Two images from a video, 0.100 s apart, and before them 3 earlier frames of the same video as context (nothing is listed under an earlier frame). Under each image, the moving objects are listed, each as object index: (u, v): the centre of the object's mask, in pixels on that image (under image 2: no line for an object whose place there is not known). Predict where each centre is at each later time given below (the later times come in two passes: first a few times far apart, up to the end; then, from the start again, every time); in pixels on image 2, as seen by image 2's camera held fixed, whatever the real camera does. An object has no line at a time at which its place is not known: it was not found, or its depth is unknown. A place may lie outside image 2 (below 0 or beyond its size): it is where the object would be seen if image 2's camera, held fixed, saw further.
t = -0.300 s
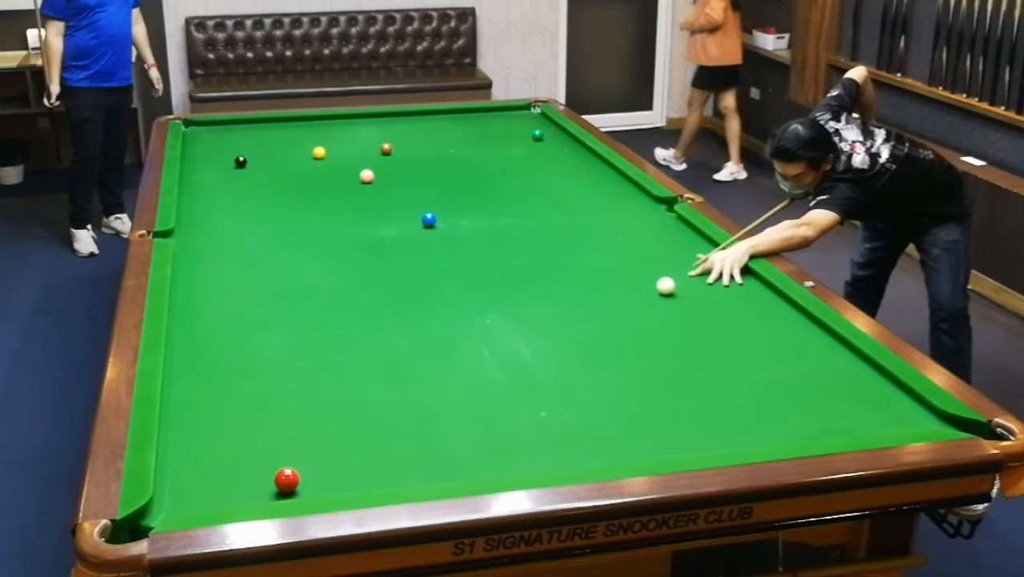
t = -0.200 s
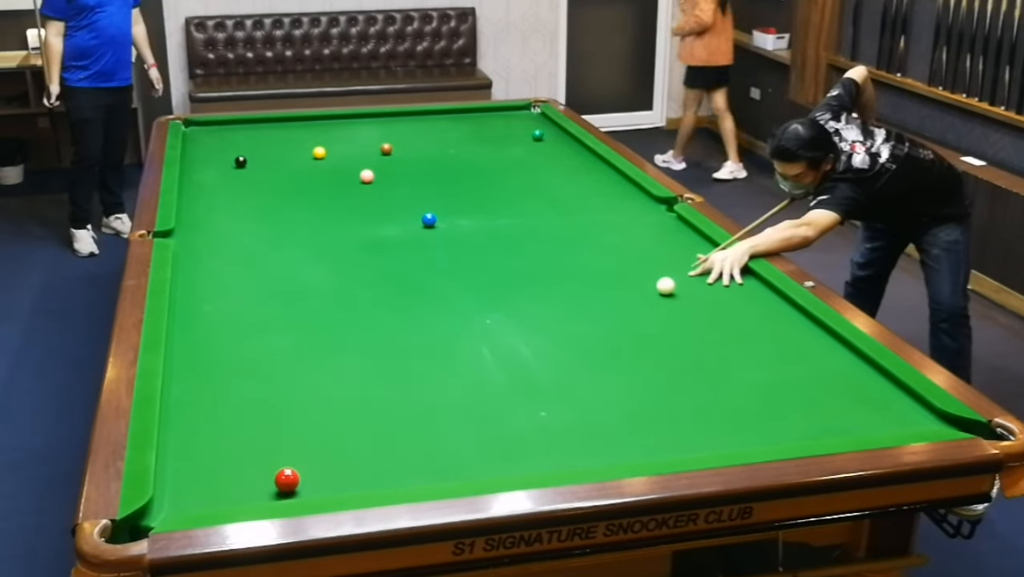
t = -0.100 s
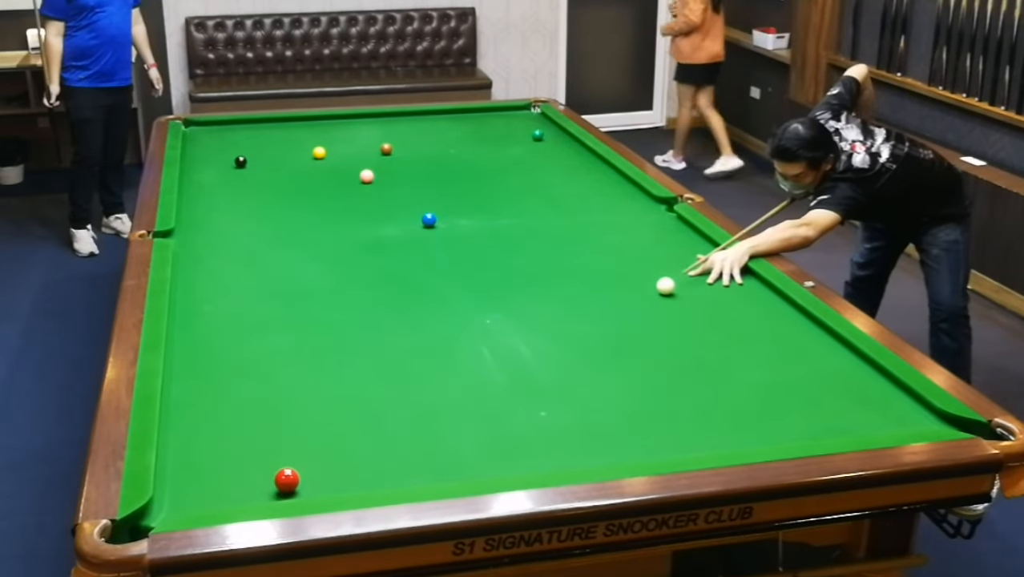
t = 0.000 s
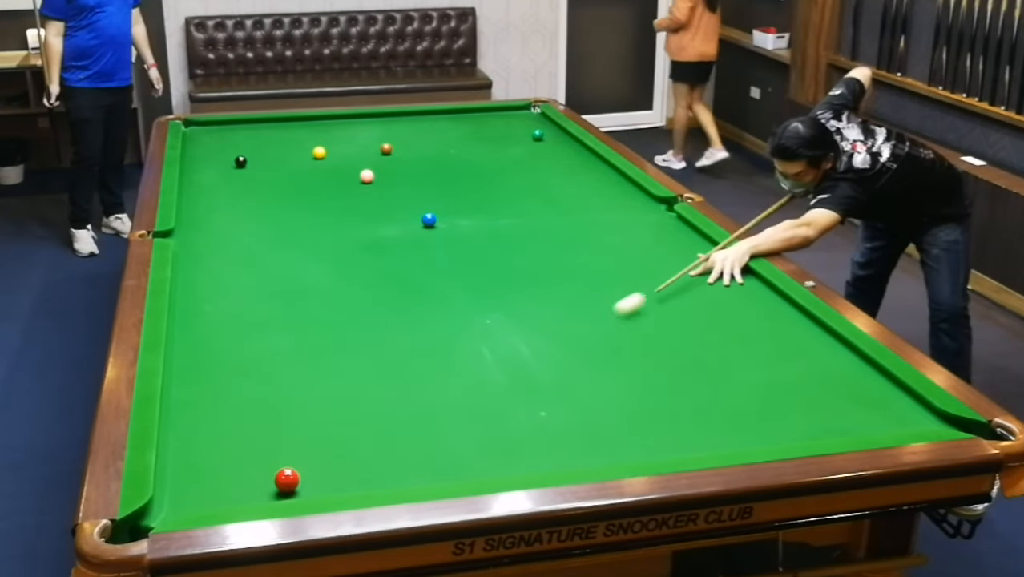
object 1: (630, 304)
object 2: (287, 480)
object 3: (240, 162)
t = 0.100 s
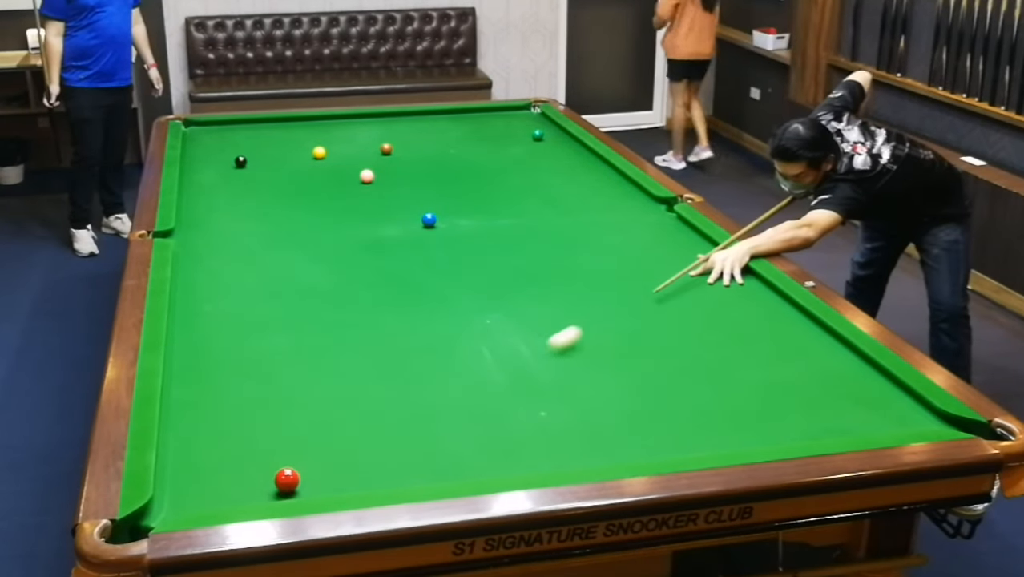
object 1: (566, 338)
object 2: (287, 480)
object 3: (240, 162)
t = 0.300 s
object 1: (421, 415)
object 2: (287, 480)
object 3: (240, 162)
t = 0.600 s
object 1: (311, 466)
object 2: (175, 508)
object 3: (240, 162)
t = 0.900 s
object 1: (261, 414)
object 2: (172, 446)
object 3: (240, 162)
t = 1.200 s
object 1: (213, 374)
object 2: (181, 398)
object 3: (240, 162)
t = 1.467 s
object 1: (178, 343)
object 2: (189, 361)
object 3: (240, 162)
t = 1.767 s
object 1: (195, 313)
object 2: (196, 327)
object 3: (240, 162)
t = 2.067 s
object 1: (214, 290)
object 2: (203, 299)
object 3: (240, 162)
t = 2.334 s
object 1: (227, 274)
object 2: (208, 277)
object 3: (240, 162)
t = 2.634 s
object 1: (241, 257)
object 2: (212, 256)
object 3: (240, 162)
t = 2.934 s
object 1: (252, 241)
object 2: (216, 238)
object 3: (240, 162)
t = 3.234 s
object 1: (262, 228)
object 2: (220, 222)
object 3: (240, 162)
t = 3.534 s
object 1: (271, 217)
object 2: (224, 208)
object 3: (240, 162)
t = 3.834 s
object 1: (278, 207)
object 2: (227, 196)
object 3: (240, 162)
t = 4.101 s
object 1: (284, 199)
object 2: (229, 186)
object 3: (240, 162)
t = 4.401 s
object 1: (289, 191)
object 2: (232, 177)
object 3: (240, 161)
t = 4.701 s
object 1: (294, 184)
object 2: (234, 168)
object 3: (242, 160)
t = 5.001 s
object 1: (298, 178)
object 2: (231, 163)
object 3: (245, 159)
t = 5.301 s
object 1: (302, 173)
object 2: (225, 161)
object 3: (251, 155)
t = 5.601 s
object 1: (306, 168)
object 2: (220, 160)
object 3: (256, 152)
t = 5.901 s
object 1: (309, 164)
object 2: (216, 158)
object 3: (260, 149)
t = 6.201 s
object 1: (312, 161)
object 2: (213, 158)
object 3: (263, 147)
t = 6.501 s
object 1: (314, 159)
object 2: (212, 157)
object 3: (266, 145)
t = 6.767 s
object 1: (315, 157)
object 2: (212, 157)
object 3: (268, 144)
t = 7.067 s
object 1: (316, 155)
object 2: (211, 156)
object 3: (269, 143)
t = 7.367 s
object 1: (317, 155)
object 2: (211, 157)
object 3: (270, 142)
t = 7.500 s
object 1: (317, 155)
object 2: (211, 157)
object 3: (270, 142)
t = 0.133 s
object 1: (543, 350)
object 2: (287, 480)
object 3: (240, 162)
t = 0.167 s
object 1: (520, 363)
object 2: (287, 480)
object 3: (240, 162)
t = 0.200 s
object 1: (496, 375)
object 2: (287, 480)
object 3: (240, 162)
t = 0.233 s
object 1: (472, 388)
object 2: (287, 480)
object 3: (240, 162)
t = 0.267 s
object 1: (448, 402)
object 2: (287, 480)
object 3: (240, 162)
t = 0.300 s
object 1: (421, 415)
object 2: (287, 480)
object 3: (240, 162)
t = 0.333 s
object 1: (394, 430)
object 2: (287, 480)
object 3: (240, 162)
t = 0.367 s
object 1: (365, 445)
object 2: (287, 480)
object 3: (240, 162)
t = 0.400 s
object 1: (335, 462)
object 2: (287, 480)
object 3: (240, 162)
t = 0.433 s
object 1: (313, 478)
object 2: (277, 479)
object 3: (240, 162)
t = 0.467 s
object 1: (315, 485)
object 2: (244, 485)
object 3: (240, 162)
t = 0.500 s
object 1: (317, 488)
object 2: (210, 492)
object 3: (240, 162)
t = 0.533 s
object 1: (316, 482)
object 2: (178, 499)
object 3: (240, 162)
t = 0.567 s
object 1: (314, 474)
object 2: (165, 507)
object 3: (240, 162)
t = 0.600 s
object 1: (311, 466)
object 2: (175, 508)
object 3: (240, 162)
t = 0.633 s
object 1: (307, 458)
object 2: (174, 502)
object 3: (240, 162)
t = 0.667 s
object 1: (303, 451)
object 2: (172, 493)
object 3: (240, 162)
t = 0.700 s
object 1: (297, 445)
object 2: (171, 485)
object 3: (240, 162)
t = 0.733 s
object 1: (291, 439)
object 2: (170, 478)
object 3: (240, 162)
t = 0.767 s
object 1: (285, 434)
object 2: (169, 471)
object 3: (240, 162)
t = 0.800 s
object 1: (279, 429)
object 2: (168, 465)
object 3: (240, 162)
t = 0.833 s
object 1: (273, 423)
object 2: (169, 459)
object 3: (240, 162)
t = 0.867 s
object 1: (267, 419)
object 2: (171, 452)
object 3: (240, 162)
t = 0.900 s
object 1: (261, 414)
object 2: (172, 446)
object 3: (240, 162)
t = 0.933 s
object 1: (255, 409)
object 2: (173, 440)
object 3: (240, 162)
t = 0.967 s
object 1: (250, 404)
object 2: (174, 435)
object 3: (240, 162)
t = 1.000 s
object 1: (244, 399)
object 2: (175, 429)
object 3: (240, 162)
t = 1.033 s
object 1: (239, 395)
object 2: (176, 424)
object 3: (240, 162)
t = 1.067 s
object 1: (233, 391)
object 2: (177, 418)
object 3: (240, 162)
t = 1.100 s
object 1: (228, 386)
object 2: (178, 413)
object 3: (240, 162)
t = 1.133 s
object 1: (223, 382)
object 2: (179, 408)
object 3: (240, 162)
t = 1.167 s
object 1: (218, 378)
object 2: (180, 402)
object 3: (240, 162)
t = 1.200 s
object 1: (213, 374)
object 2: (181, 398)
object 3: (240, 162)
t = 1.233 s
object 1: (209, 370)
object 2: (182, 393)
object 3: (240, 162)
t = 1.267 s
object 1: (204, 366)
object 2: (183, 388)
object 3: (240, 162)
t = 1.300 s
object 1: (199, 362)
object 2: (184, 383)
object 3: (240, 162)
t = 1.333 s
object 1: (195, 358)
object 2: (185, 379)
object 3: (240, 162)
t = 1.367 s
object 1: (191, 353)
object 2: (186, 374)
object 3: (240, 162)
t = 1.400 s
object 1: (187, 350)
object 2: (187, 369)
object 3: (240, 162)
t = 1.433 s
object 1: (182, 346)
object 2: (188, 366)
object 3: (240, 162)
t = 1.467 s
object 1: (178, 343)
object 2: (189, 361)
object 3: (240, 162)
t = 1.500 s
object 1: (176, 339)
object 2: (190, 357)
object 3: (240, 162)
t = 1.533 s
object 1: (178, 336)
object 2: (191, 353)
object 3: (240, 162)
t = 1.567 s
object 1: (181, 332)
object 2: (191, 349)
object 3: (240, 162)
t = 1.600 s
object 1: (183, 329)
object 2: (192, 345)
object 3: (240, 162)
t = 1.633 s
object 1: (186, 326)
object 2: (193, 341)
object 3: (240, 162)
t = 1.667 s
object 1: (188, 323)
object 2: (194, 338)
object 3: (240, 162)
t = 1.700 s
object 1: (190, 319)
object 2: (195, 334)
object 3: (240, 162)
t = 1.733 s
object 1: (193, 316)
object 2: (196, 330)
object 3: (240, 162)
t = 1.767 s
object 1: (195, 313)
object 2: (196, 327)
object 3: (240, 162)
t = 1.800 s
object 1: (197, 310)
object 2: (197, 324)
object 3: (240, 162)
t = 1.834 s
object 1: (200, 307)
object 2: (198, 321)
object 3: (240, 162)
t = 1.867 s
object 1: (202, 304)
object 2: (199, 317)
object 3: (240, 162)
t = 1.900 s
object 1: (205, 302)
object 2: (199, 314)
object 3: (240, 162)
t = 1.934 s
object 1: (206, 299)
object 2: (200, 311)
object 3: (240, 162)
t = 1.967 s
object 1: (209, 297)
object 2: (201, 308)
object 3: (240, 162)
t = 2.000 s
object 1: (211, 295)
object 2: (201, 305)
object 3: (240, 162)
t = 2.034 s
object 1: (213, 293)
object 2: (202, 302)
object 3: (240, 162)
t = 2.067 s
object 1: (214, 290)
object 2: (203, 299)
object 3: (240, 162)
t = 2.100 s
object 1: (216, 288)
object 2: (203, 296)
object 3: (240, 162)
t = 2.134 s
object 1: (217, 286)
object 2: (204, 293)
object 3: (240, 162)
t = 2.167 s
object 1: (219, 284)
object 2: (205, 290)
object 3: (240, 162)
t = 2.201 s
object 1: (221, 282)
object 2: (205, 287)
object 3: (240, 162)
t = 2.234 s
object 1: (222, 280)
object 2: (206, 285)
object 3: (240, 162)
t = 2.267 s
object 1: (224, 278)
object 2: (207, 282)
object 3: (240, 162)
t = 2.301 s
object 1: (225, 276)
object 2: (207, 279)
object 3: (240, 162)
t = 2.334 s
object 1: (227, 274)
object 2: (208, 277)
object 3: (240, 162)
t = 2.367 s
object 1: (229, 272)
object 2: (209, 274)
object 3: (240, 162)
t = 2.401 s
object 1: (230, 270)
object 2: (209, 272)
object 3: (240, 162)
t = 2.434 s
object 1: (232, 268)
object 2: (210, 269)
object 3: (240, 162)
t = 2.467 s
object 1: (233, 266)
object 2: (210, 267)
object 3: (240, 162)
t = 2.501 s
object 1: (235, 264)
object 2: (211, 264)
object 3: (240, 162)
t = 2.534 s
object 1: (236, 262)
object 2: (211, 262)
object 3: (240, 162)
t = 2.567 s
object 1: (238, 260)
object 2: (211, 260)
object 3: (240, 162)
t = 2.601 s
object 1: (239, 258)
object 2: (212, 258)
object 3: (240, 162)
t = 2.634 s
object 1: (241, 257)
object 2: (212, 256)
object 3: (240, 162)
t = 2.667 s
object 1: (242, 255)
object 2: (213, 253)
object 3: (240, 162)
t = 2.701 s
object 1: (243, 253)
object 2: (213, 251)
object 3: (240, 162)
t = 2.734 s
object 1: (245, 251)
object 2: (214, 249)
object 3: (240, 162)
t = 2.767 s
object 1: (246, 250)
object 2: (214, 247)
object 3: (240, 162)
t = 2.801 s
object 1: (247, 248)
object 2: (215, 245)
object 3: (240, 162)
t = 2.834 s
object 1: (249, 246)
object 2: (215, 243)
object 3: (240, 162)
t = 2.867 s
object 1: (250, 245)
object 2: (215, 241)
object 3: (240, 162)
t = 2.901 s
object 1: (251, 243)
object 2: (216, 239)
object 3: (240, 162)
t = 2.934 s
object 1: (252, 241)
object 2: (216, 238)
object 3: (240, 162)
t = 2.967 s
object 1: (254, 240)
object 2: (217, 236)
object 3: (240, 162)
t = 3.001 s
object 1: (255, 239)
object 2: (217, 234)
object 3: (240, 162)
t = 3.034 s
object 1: (256, 237)
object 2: (218, 232)
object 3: (240, 162)
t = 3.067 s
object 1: (257, 235)
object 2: (218, 230)
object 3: (240, 162)
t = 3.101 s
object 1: (258, 234)
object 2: (219, 229)
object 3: (240, 162)
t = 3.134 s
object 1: (259, 233)
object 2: (219, 227)
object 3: (240, 162)
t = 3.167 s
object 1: (260, 231)
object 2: (219, 225)
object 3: (240, 162)
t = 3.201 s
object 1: (261, 230)
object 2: (220, 223)
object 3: (240, 162)
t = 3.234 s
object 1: (262, 228)
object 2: (220, 222)
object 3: (240, 162)
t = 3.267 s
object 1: (263, 227)
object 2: (221, 220)
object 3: (240, 162)
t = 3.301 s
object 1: (264, 226)
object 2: (221, 219)
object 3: (240, 162)
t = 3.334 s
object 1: (265, 224)
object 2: (222, 217)
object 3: (240, 162)
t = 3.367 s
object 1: (266, 223)
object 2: (222, 216)
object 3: (240, 162)
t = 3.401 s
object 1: (267, 222)
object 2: (222, 214)
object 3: (240, 162)
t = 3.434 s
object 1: (268, 220)
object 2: (222, 212)
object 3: (240, 162)
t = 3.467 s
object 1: (269, 219)
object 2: (223, 211)
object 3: (240, 162)
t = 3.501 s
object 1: (270, 218)
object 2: (223, 210)
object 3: (240, 162)
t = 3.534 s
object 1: (271, 217)
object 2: (224, 208)
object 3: (240, 162)
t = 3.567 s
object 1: (271, 216)
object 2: (224, 206)
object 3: (240, 162)
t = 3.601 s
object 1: (272, 215)
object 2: (224, 205)
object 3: (240, 162)
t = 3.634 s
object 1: (273, 213)
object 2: (225, 204)
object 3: (240, 162)
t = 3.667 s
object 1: (274, 212)
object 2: (225, 202)
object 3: (240, 162)
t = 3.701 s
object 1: (275, 211)
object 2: (226, 201)
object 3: (240, 162)
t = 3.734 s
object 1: (276, 210)
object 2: (226, 200)
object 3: (240, 162)
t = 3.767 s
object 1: (277, 209)
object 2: (226, 198)
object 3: (240, 162)
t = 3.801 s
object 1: (277, 208)
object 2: (226, 197)
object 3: (240, 162)
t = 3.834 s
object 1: (278, 207)
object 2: (227, 196)
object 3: (240, 162)
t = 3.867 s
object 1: (279, 206)
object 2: (227, 195)
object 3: (240, 162)
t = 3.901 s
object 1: (279, 205)
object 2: (227, 193)
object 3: (240, 162)
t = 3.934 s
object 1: (280, 204)
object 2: (228, 192)
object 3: (240, 162)
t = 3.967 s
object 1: (281, 203)
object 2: (228, 191)
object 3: (240, 162)
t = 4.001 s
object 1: (282, 202)
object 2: (228, 190)
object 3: (240, 162)
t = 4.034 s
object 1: (282, 201)
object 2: (229, 189)
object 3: (240, 162)
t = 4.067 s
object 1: (283, 200)
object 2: (229, 187)
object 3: (240, 162)
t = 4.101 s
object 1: (284, 199)
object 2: (229, 186)
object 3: (240, 162)
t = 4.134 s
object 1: (284, 198)
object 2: (230, 185)
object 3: (240, 162)
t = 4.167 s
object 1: (285, 197)
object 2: (230, 184)
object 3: (240, 162)
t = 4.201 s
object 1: (286, 196)
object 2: (230, 183)
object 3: (240, 162)
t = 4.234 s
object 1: (286, 195)
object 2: (231, 182)
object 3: (240, 162)
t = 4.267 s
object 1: (287, 194)
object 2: (231, 181)
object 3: (241, 161)
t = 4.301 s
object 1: (288, 193)
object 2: (231, 180)
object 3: (241, 161)
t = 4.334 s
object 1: (288, 192)
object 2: (231, 179)
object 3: (241, 162)
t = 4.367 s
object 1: (289, 192)
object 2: (232, 178)
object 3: (241, 162)
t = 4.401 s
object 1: (289, 191)
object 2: (232, 177)
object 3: (240, 161)
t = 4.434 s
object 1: (290, 190)
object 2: (232, 176)
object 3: (240, 162)
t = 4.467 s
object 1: (290, 189)
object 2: (232, 175)
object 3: (241, 161)
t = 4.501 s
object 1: (291, 188)
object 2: (233, 174)
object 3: (241, 161)
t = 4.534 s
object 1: (291, 188)
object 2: (233, 173)
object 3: (241, 161)
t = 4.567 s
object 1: (292, 187)
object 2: (233, 172)
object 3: (241, 161)
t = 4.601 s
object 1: (293, 186)
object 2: (233, 171)
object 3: (241, 161)
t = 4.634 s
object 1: (293, 186)
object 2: (233, 170)
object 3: (241, 161)
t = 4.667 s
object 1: (294, 185)
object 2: (233, 169)
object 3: (241, 161)
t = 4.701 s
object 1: (294, 184)
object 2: (234, 168)
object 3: (242, 160)
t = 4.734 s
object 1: (295, 183)
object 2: (234, 167)
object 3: (242, 160)
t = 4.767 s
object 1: (295, 183)
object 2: (234, 166)
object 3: (242, 160)
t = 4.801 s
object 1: (296, 182)
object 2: (234, 166)
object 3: (242, 160)
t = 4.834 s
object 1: (296, 181)
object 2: (234, 165)
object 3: (243, 160)
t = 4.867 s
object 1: (296, 180)
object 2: (234, 165)
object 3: (243, 160)
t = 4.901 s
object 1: (297, 180)
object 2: (233, 164)
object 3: (243, 160)
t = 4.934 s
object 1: (297, 179)
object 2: (232, 164)
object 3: (244, 160)
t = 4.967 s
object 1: (298, 179)
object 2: (232, 164)
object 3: (244, 159)
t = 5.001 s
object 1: (298, 178)
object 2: (231, 163)
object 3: (245, 159)
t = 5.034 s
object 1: (299, 177)
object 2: (230, 163)
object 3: (245, 159)
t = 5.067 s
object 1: (299, 177)
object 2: (229, 163)
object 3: (246, 158)
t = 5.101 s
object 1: (299, 176)
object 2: (229, 163)
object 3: (247, 158)
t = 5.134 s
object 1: (300, 175)
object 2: (228, 163)
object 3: (248, 157)
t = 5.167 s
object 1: (300, 175)
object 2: (227, 162)
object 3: (248, 157)
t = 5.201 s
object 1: (301, 174)
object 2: (227, 162)
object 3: (249, 156)
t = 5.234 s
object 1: (301, 174)
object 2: (226, 162)
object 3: (250, 156)
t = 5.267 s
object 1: (302, 173)
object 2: (225, 162)
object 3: (250, 156)
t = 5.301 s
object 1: (302, 173)
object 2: (225, 161)
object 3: (251, 155)
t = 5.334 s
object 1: (302, 172)
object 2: (224, 161)
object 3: (251, 155)
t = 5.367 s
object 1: (303, 172)
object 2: (224, 161)
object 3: (252, 155)
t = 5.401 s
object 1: (303, 171)
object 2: (223, 161)
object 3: (253, 154)
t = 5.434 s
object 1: (304, 170)
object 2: (223, 161)
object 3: (253, 154)
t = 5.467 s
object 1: (304, 170)
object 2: (222, 161)
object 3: (254, 153)
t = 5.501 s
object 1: (305, 170)
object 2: (222, 160)
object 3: (254, 153)
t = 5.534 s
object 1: (305, 169)
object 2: (221, 160)
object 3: (255, 153)
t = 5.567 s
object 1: (306, 169)
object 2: (221, 160)
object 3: (255, 152)
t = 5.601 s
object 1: (306, 168)
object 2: (220, 160)
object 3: (256, 152)
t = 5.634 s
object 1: (306, 168)
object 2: (220, 160)
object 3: (256, 152)
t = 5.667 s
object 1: (307, 167)
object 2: (219, 160)
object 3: (257, 151)
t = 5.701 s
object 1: (307, 167)
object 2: (219, 160)
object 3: (257, 151)
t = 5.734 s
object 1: (307, 166)
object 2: (218, 159)
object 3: (258, 151)
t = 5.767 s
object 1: (308, 166)
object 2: (218, 159)
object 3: (258, 151)
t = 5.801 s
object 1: (308, 165)
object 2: (217, 159)
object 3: (258, 150)
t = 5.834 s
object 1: (308, 165)
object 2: (217, 159)
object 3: (259, 150)
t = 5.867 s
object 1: (309, 165)
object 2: (217, 159)
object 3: (259, 149)
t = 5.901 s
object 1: (309, 164)
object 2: (216, 158)
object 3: (260, 149)
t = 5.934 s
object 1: (309, 164)
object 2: (216, 158)
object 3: (260, 149)
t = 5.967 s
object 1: (310, 163)
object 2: (216, 158)
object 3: (260, 149)
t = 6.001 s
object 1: (310, 163)
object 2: (215, 158)
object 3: (261, 148)
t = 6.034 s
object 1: (310, 163)
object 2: (215, 158)
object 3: (261, 148)
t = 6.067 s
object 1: (311, 163)
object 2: (215, 158)
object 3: (262, 148)
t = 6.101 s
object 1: (311, 162)
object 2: (214, 158)
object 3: (262, 148)
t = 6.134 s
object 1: (311, 162)
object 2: (214, 158)
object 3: (262, 148)
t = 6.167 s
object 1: (312, 161)
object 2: (214, 158)
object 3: (263, 147)
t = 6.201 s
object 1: (312, 161)
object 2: (213, 158)
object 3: (263, 147)
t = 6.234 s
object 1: (312, 161)
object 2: (213, 157)
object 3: (263, 147)
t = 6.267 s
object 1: (312, 161)
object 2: (213, 157)
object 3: (264, 147)
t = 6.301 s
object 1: (313, 160)
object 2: (213, 157)
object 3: (264, 147)
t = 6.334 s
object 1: (313, 160)
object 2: (212, 157)
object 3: (264, 146)
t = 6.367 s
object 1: (313, 159)
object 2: (212, 157)
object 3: (264, 146)
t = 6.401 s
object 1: (313, 159)
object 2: (212, 157)
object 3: (265, 146)
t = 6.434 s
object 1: (313, 159)
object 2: (212, 157)
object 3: (265, 146)
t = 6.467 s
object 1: (314, 159)
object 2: (212, 157)
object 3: (266, 146)
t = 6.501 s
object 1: (314, 159)
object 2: (212, 157)
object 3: (266, 145)
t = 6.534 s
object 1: (314, 158)
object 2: (212, 157)
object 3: (266, 145)
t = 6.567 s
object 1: (314, 158)
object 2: (212, 157)
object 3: (266, 145)
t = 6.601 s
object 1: (314, 158)
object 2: (212, 157)
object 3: (267, 145)
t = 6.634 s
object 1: (315, 157)
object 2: (212, 157)
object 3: (267, 145)
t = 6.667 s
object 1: (315, 157)
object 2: (212, 157)
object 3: (267, 145)
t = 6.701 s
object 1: (315, 157)
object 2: (212, 157)
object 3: (267, 144)
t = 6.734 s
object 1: (315, 157)
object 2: (212, 157)
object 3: (268, 144)
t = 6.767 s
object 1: (315, 157)
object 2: (212, 157)
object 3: (268, 144)
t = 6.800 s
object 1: (316, 156)
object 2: (212, 156)
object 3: (268, 144)
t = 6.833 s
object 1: (316, 156)
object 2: (212, 157)
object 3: (268, 144)
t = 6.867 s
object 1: (316, 156)
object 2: (212, 156)
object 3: (268, 144)
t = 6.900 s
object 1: (316, 155)
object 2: (212, 157)
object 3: (268, 144)
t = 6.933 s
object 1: (316, 155)
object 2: (212, 157)
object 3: (268, 144)
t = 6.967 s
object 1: (316, 155)
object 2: (212, 157)
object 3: (269, 143)
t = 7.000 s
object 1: (316, 155)
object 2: (211, 156)
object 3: (269, 143)
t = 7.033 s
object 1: (316, 155)
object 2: (211, 156)
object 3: (269, 143)
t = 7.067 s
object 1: (316, 155)
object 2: (211, 156)
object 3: (269, 143)
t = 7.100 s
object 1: (316, 155)
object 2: (211, 156)
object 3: (269, 143)
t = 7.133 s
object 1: (316, 155)
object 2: (211, 157)
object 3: (269, 143)
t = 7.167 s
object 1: (316, 155)
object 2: (211, 157)
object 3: (269, 143)
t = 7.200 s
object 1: (316, 155)
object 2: (211, 157)
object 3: (269, 143)
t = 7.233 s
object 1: (316, 155)
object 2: (211, 157)
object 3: (269, 143)
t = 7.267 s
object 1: (317, 155)
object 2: (211, 157)
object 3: (269, 143)
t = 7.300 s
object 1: (316, 155)
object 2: (211, 157)
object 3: (269, 143)
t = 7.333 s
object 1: (316, 155)
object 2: (211, 157)
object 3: (269, 143)
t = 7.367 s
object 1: (317, 155)
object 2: (211, 157)
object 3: (270, 142)
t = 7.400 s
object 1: (317, 155)
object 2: (211, 157)
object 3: (270, 142)
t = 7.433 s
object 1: (317, 155)
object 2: (212, 157)
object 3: (270, 143)
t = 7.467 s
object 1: (317, 155)
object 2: (211, 157)
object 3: (270, 143)
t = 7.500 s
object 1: (317, 155)
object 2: (211, 157)
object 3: (270, 142)
